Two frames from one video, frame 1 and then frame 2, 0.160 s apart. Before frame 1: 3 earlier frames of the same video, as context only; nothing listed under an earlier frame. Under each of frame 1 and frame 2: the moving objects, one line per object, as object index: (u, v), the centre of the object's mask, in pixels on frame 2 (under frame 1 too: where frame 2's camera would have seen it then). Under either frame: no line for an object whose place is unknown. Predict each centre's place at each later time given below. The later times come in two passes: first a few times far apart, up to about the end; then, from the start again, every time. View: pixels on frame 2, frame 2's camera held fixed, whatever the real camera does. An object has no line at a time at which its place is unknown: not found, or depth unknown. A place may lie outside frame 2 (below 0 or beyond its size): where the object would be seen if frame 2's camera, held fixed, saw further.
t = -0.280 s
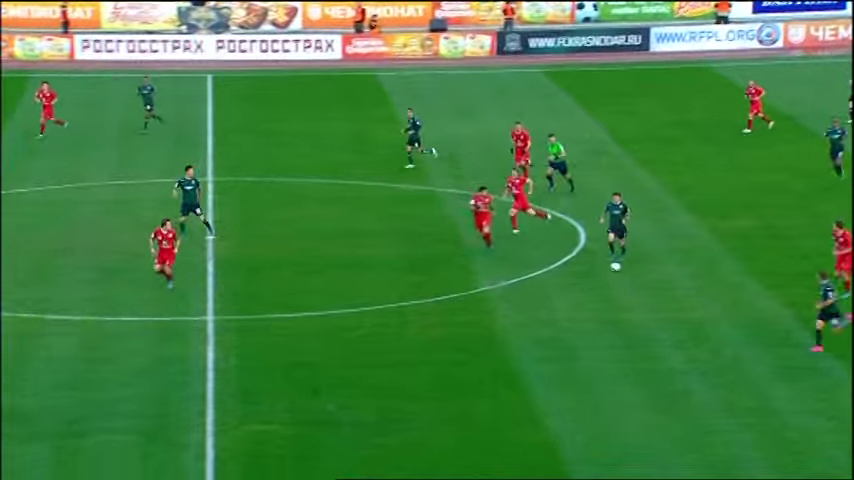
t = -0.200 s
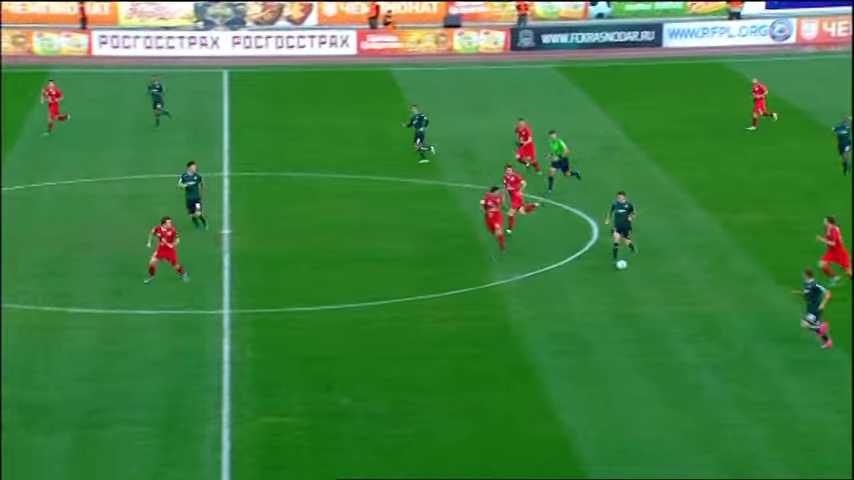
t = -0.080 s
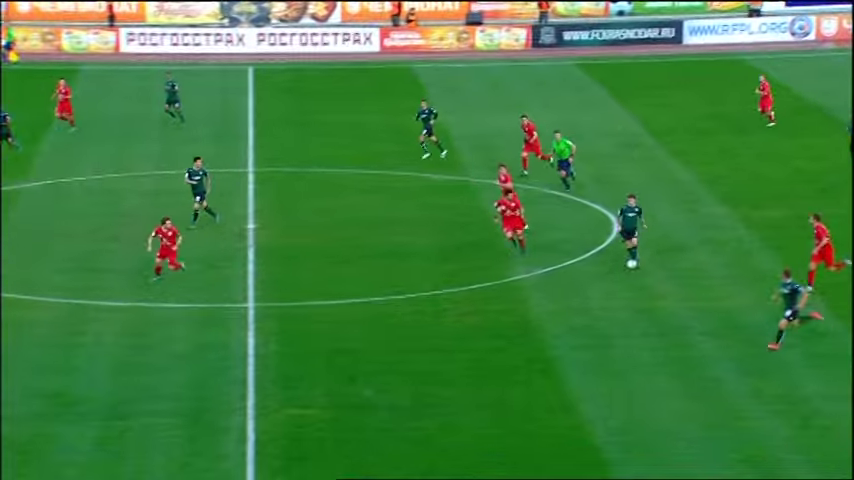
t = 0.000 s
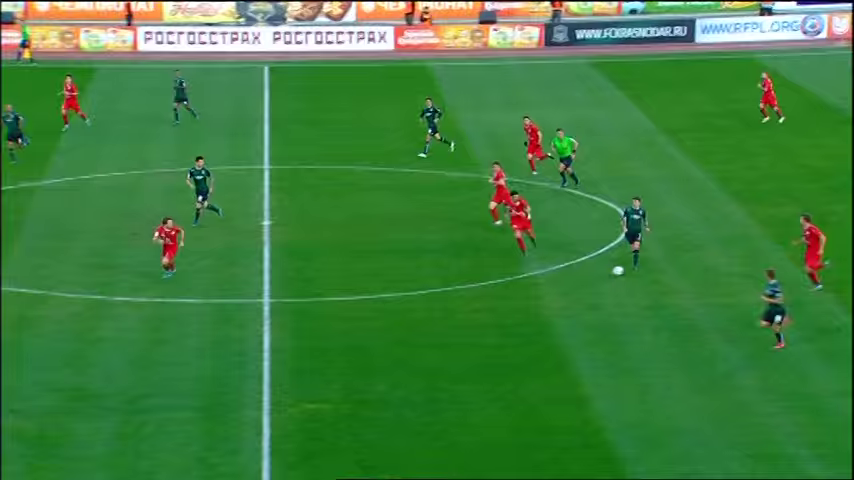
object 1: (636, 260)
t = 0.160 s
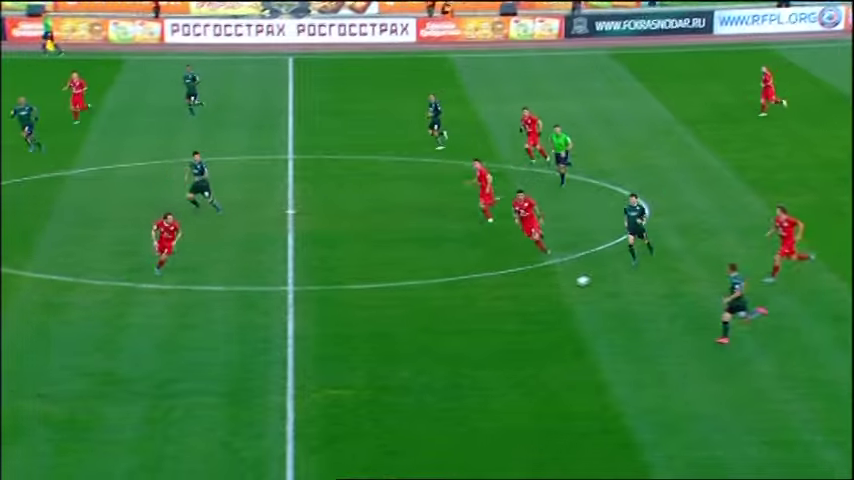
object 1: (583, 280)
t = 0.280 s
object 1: (541, 295)
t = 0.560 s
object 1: (443, 333)
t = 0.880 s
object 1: (334, 373)
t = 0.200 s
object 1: (569, 287)
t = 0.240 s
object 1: (555, 292)
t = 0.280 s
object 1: (541, 295)
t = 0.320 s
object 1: (527, 300)
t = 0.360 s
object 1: (513, 307)
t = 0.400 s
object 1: (499, 313)
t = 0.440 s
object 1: (484, 319)
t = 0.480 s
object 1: (470, 323)
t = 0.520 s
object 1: (457, 328)
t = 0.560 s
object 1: (443, 333)
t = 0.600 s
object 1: (428, 339)
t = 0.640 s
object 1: (415, 343)
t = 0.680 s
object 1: (401, 348)
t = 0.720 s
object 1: (388, 353)
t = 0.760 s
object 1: (374, 359)
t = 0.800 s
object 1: (360, 364)
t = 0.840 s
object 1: (347, 368)
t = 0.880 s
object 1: (334, 373)
